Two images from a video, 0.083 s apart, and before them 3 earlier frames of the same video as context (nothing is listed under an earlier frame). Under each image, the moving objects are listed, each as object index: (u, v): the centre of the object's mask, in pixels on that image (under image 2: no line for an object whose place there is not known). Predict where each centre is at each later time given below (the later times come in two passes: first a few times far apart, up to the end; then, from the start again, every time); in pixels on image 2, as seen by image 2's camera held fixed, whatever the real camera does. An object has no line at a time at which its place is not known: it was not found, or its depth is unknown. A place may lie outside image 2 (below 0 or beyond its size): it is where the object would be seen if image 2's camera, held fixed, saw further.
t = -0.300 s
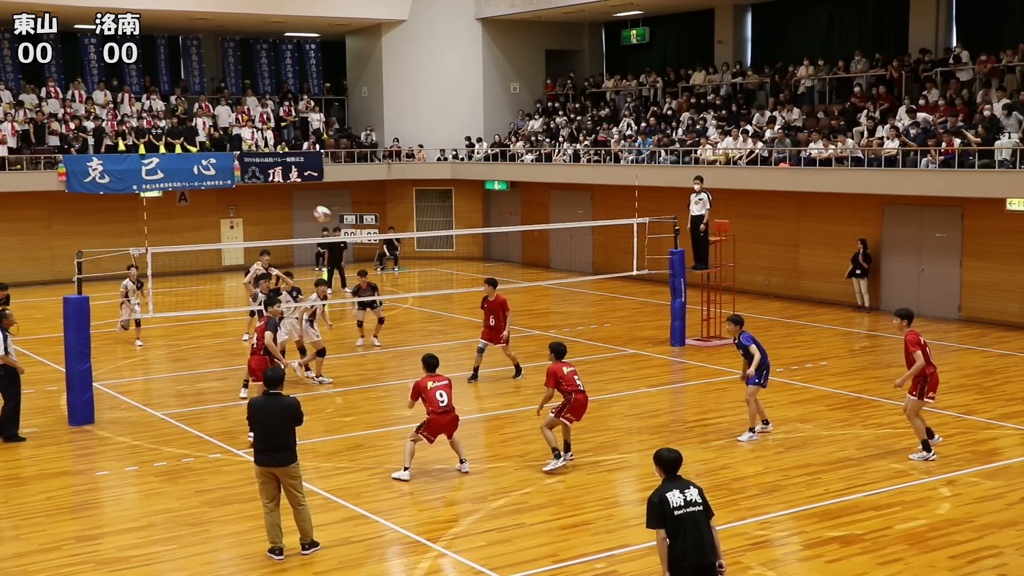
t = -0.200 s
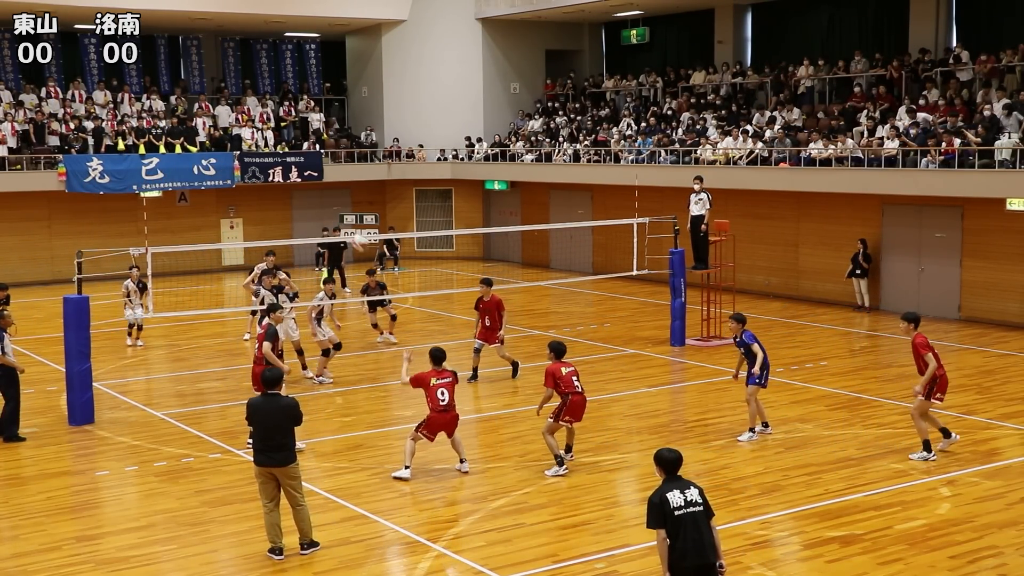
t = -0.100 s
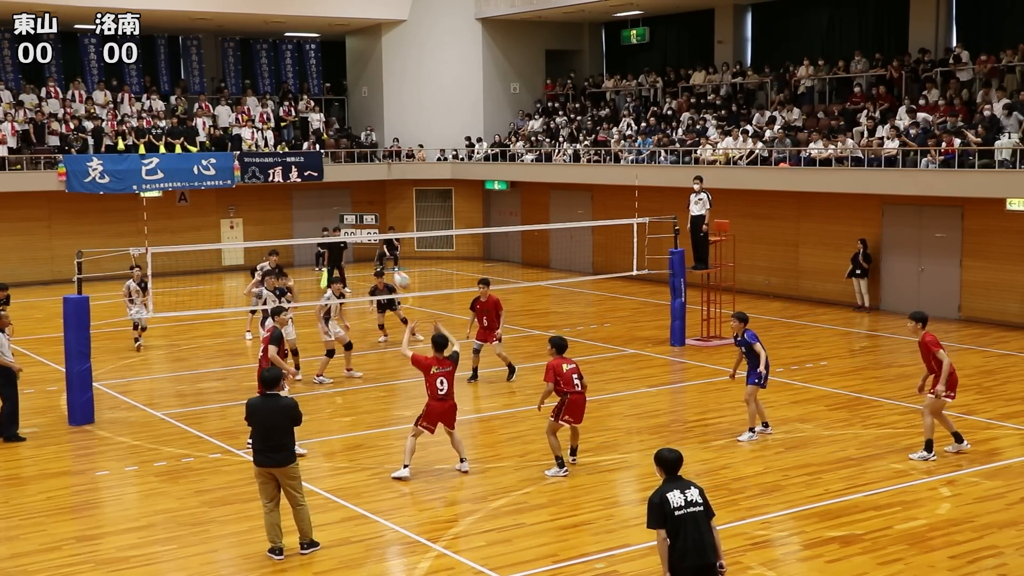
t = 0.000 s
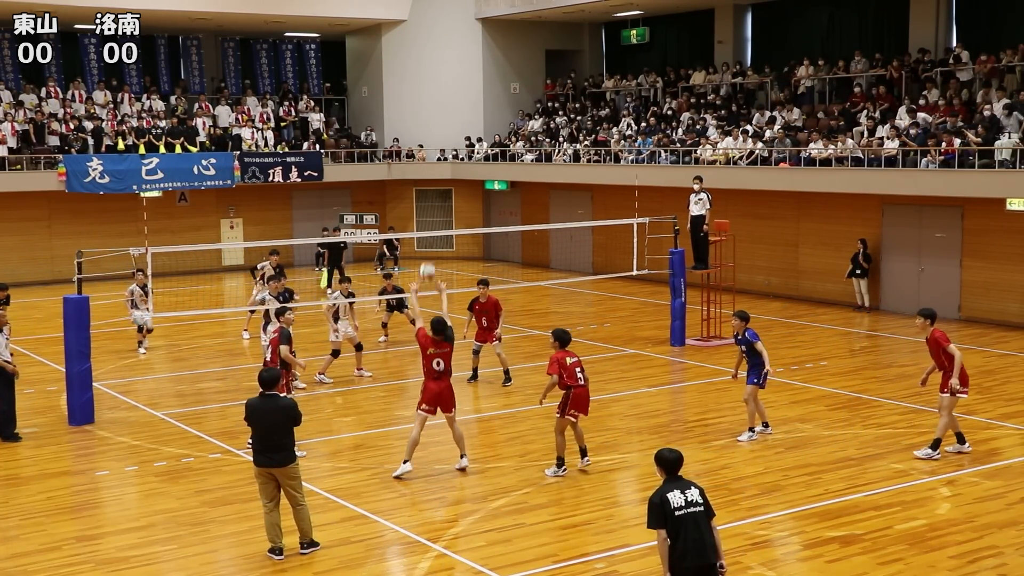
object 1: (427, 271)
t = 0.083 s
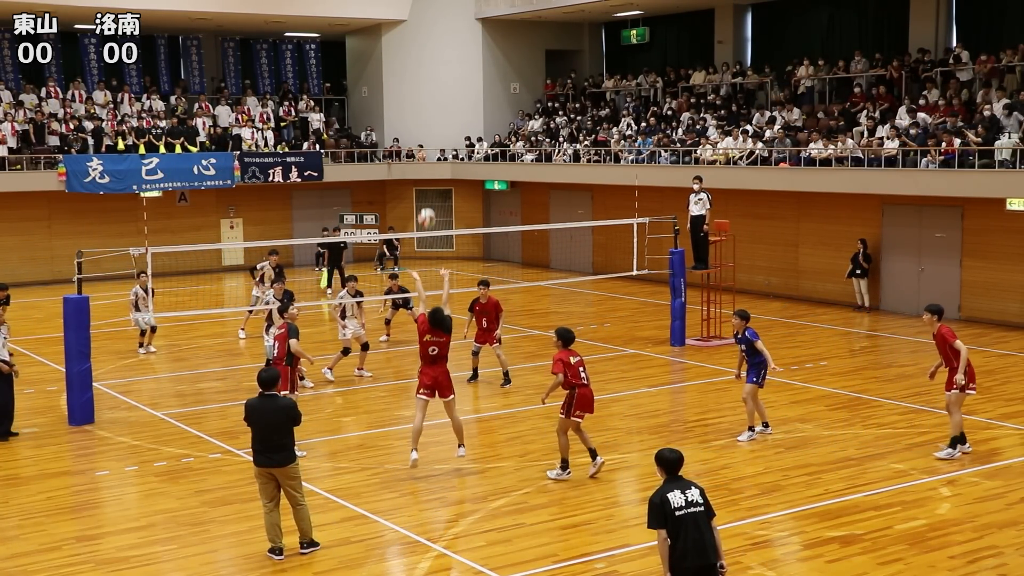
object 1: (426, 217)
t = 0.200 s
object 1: (426, 153)
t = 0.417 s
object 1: (429, 70)
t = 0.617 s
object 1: (432, 31)
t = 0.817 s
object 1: (435, 24)
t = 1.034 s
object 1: (439, 50)
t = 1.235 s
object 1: (443, 101)
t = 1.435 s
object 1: (446, 177)
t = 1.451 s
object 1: (446, 184)
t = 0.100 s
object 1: (426, 208)
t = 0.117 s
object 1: (427, 198)
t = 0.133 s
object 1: (427, 189)
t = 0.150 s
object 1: (426, 180)
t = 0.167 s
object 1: (426, 171)
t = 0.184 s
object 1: (427, 161)
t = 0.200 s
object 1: (426, 153)
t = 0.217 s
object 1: (427, 145)
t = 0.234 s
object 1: (427, 137)
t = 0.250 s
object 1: (427, 130)
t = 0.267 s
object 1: (427, 123)
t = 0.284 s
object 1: (427, 116)
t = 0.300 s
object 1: (428, 109)
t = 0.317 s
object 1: (428, 103)
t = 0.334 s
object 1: (428, 97)
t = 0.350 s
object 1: (428, 91)
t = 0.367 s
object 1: (428, 85)
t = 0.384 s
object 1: (429, 80)
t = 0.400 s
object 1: (429, 75)
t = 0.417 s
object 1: (429, 70)
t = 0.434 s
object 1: (429, 65)
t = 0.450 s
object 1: (430, 61)
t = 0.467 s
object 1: (430, 57)
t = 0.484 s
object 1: (430, 53)
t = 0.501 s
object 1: (430, 50)
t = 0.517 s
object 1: (430, 46)
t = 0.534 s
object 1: (431, 43)
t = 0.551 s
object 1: (431, 40)
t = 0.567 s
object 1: (431, 37)
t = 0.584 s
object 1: (432, 35)
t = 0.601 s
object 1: (432, 33)
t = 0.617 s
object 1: (432, 31)
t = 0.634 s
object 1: (432, 29)
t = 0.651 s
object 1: (432, 27)
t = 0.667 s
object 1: (433, 26)
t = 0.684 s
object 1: (433, 25)
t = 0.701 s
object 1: (433, 24)
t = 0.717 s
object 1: (433, 24)
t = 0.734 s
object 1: (434, 23)
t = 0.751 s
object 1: (434, 23)
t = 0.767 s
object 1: (434, 23)
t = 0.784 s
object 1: (435, 23)
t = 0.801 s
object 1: (435, 23)
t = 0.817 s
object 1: (435, 24)
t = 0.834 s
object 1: (435, 24)
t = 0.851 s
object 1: (436, 25)
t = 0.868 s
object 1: (436, 26)
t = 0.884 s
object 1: (436, 28)
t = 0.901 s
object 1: (436, 30)
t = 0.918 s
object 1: (437, 32)
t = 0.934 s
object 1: (437, 34)
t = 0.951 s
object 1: (437, 36)
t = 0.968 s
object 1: (438, 38)
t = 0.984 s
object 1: (438, 41)
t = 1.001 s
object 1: (438, 44)
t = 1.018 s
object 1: (439, 47)
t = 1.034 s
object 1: (439, 50)
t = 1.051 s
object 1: (439, 53)
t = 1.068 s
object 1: (439, 57)
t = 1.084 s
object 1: (440, 60)
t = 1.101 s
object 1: (440, 64)
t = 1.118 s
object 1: (440, 68)
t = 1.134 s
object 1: (441, 72)
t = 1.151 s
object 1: (441, 77)
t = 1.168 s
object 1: (442, 82)
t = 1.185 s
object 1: (442, 87)
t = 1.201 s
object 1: (442, 91)
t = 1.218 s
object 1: (442, 96)
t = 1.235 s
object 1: (443, 101)
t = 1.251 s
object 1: (443, 106)
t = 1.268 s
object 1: (443, 112)
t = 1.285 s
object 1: (444, 118)
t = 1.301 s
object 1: (444, 124)
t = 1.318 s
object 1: (444, 129)
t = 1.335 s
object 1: (444, 135)
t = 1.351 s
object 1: (445, 142)
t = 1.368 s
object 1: (445, 148)
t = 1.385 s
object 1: (446, 155)
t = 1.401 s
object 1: (446, 161)
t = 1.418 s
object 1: (446, 168)
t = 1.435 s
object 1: (446, 177)
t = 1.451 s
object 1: (446, 184)
